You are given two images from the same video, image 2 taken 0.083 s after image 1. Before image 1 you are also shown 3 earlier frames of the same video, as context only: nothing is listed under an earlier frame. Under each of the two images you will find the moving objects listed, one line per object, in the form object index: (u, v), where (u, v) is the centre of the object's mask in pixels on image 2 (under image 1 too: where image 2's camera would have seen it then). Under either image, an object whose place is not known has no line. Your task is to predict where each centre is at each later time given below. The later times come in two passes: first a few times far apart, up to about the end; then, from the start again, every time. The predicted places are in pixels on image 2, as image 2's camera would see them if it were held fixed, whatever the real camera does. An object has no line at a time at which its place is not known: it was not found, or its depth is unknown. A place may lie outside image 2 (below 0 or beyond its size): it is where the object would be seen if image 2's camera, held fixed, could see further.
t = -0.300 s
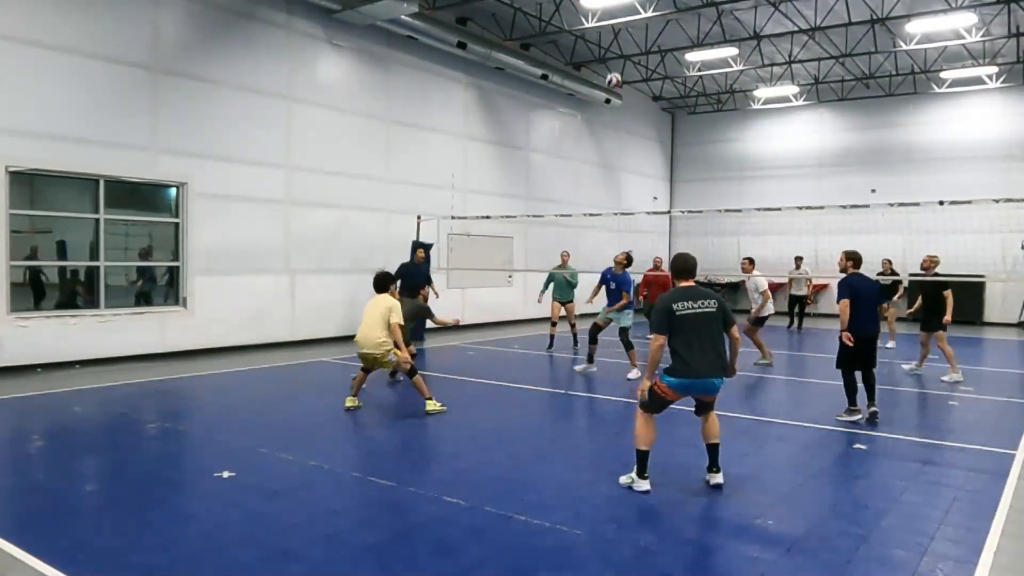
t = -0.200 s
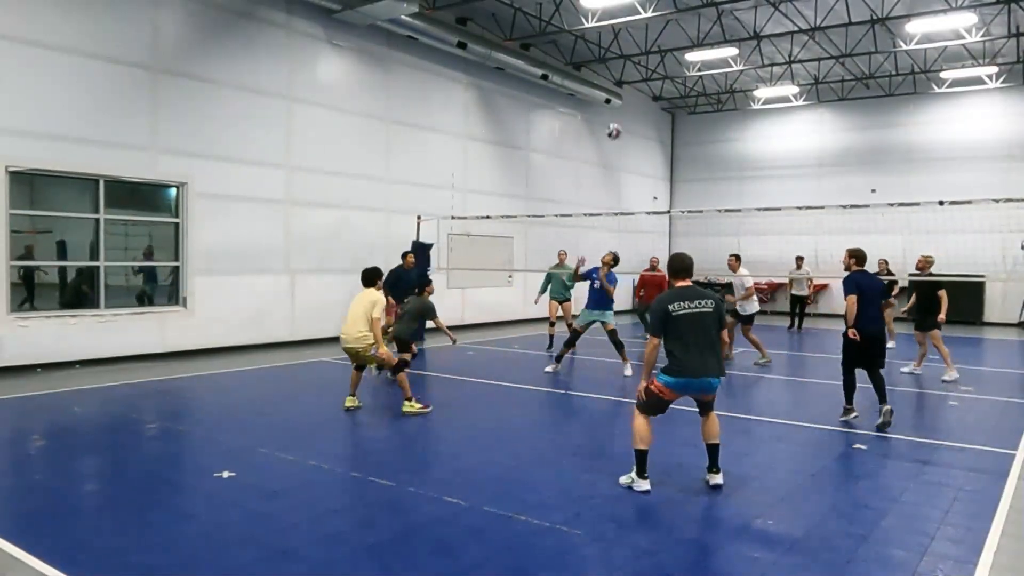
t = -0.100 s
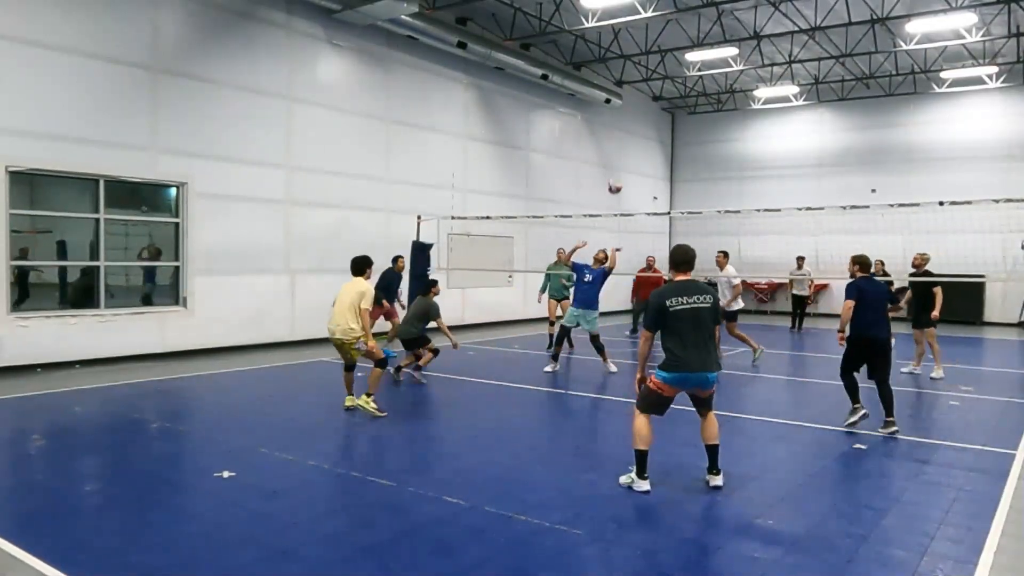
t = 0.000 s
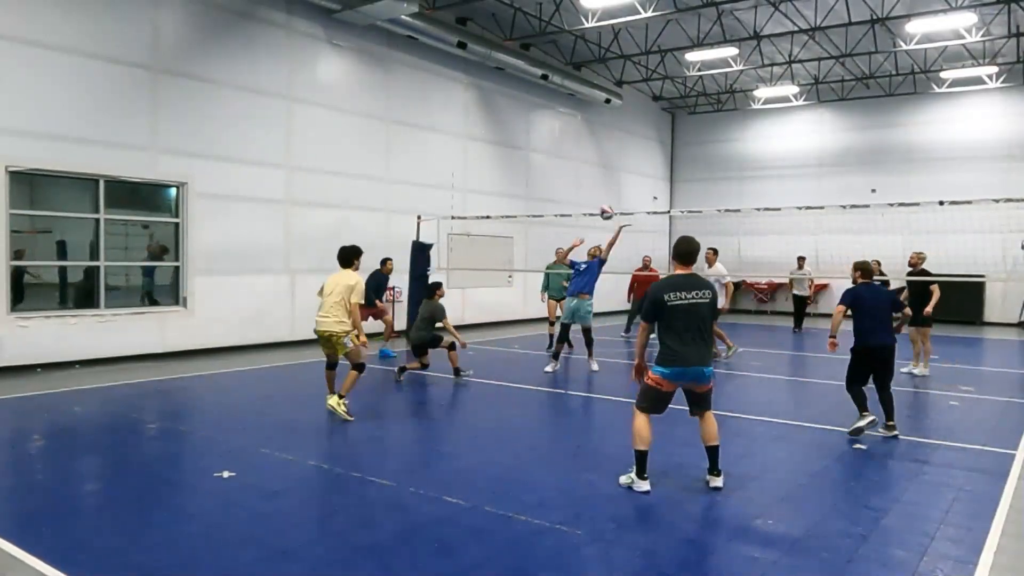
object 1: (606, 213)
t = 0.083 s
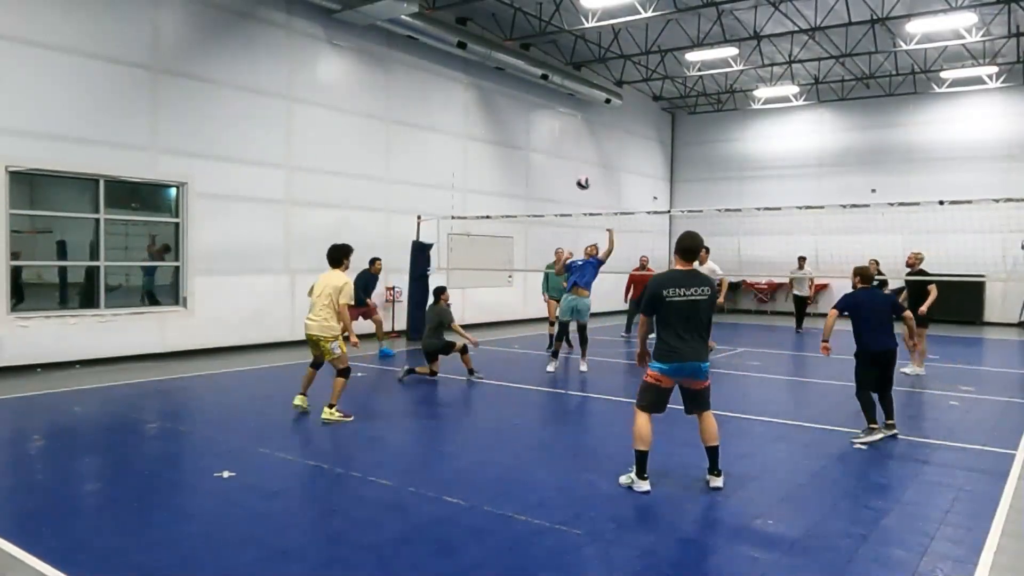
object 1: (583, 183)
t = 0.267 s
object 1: (529, 132)
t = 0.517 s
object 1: (449, 103)
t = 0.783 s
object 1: (358, 126)
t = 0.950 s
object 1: (299, 173)
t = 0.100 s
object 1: (578, 177)
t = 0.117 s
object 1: (573, 172)
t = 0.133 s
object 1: (569, 166)
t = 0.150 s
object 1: (564, 161)
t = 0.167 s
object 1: (559, 157)
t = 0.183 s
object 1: (554, 152)
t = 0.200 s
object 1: (549, 148)
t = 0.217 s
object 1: (544, 144)
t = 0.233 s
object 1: (539, 140)
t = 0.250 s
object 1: (534, 136)
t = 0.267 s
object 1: (529, 132)
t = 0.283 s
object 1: (524, 129)
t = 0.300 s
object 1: (519, 125)
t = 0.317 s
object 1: (514, 122)
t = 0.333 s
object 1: (509, 119)
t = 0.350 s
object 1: (503, 117)
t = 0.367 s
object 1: (498, 114)
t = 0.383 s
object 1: (493, 112)
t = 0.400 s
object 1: (488, 110)
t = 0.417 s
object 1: (482, 109)
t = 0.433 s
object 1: (477, 107)
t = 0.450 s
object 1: (472, 106)
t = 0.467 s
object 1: (466, 105)
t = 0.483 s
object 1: (460, 104)
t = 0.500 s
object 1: (455, 103)
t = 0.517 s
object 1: (449, 103)
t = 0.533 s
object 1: (443, 103)
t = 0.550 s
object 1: (438, 102)
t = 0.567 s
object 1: (433, 103)
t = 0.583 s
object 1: (427, 103)
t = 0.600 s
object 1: (422, 104)
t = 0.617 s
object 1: (416, 104)
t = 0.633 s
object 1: (410, 106)
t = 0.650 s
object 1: (404, 107)
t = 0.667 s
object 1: (399, 109)
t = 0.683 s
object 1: (393, 111)
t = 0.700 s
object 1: (387, 113)
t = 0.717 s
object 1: (381, 115)
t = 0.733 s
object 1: (375, 117)
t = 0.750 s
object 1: (370, 120)
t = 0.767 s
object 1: (364, 123)
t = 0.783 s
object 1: (358, 126)
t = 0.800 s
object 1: (352, 131)
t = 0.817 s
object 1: (346, 134)
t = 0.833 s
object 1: (340, 138)
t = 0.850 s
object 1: (334, 142)
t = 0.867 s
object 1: (328, 146)
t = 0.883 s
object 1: (322, 151)
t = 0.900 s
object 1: (317, 156)
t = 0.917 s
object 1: (310, 161)
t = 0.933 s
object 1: (304, 167)
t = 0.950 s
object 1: (299, 173)
